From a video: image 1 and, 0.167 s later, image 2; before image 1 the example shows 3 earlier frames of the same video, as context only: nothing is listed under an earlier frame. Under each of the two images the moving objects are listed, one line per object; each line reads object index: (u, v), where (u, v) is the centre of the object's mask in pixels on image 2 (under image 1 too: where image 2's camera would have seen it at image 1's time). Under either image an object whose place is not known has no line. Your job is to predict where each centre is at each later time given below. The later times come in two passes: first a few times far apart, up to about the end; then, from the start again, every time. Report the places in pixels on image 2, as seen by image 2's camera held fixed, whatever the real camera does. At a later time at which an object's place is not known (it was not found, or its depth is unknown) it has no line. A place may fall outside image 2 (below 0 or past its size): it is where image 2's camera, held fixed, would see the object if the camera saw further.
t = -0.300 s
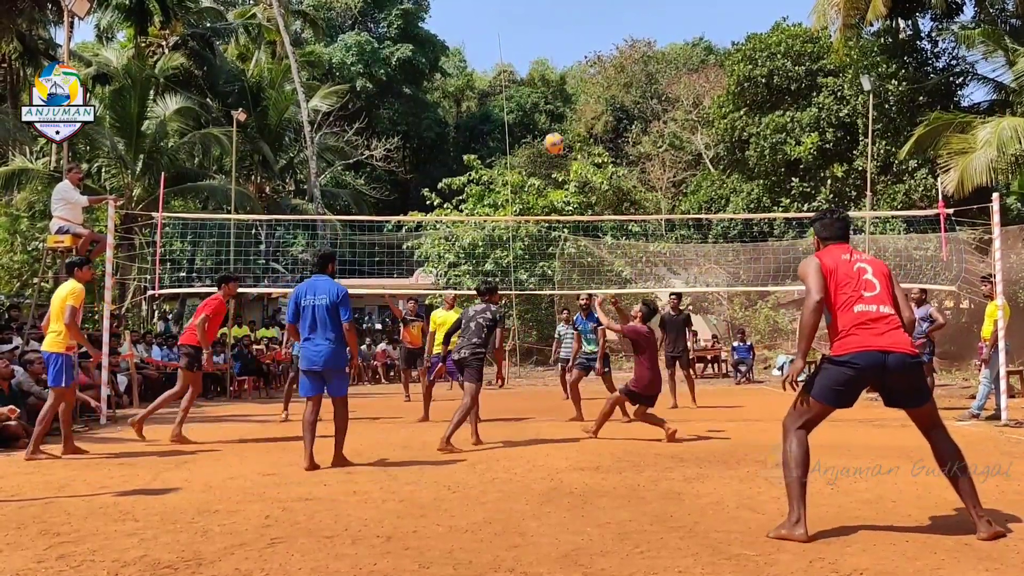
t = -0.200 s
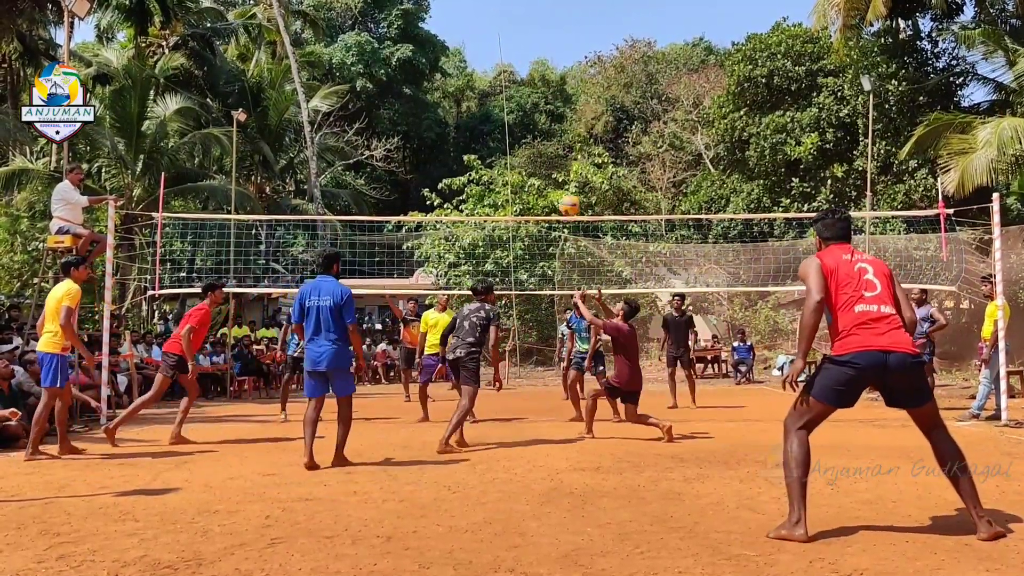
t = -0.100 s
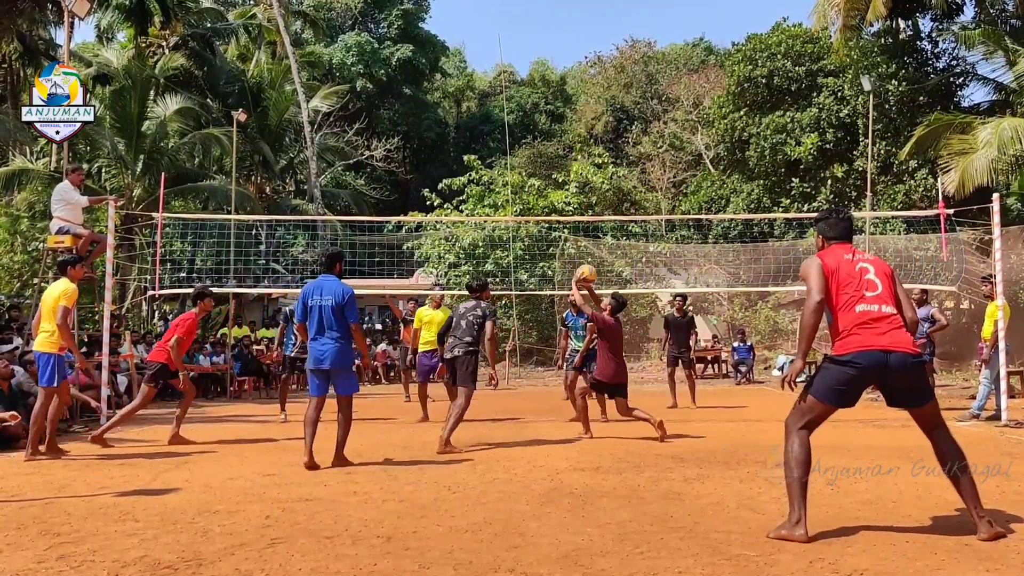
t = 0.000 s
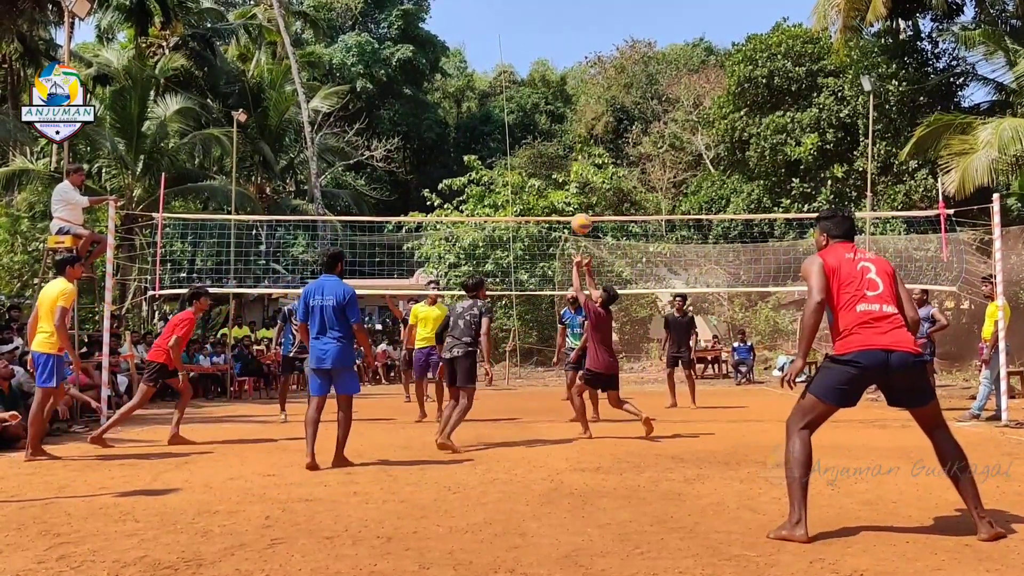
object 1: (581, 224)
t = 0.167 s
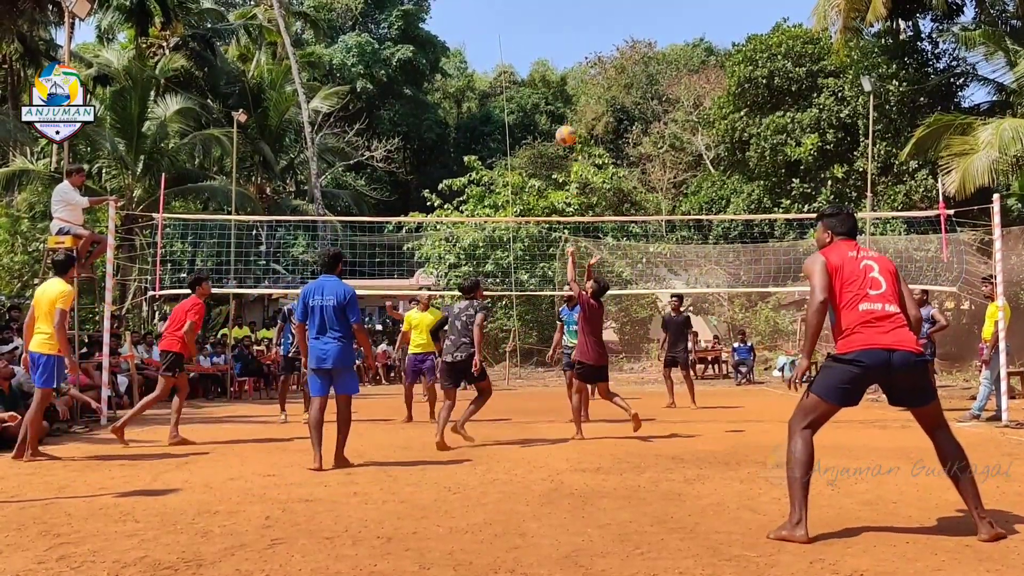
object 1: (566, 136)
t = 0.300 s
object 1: (554, 86)
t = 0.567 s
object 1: (531, 36)
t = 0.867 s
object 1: (507, 58)
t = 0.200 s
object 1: (563, 121)
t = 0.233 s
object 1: (560, 108)
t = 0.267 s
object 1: (557, 97)
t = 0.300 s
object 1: (554, 86)
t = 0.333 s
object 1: (551, 76)
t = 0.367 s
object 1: (548, 67)
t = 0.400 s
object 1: (546, 59)
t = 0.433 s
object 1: (543, 53)
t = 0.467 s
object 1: (540, 47)
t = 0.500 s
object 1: (537, 42)
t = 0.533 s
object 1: (534, 39)
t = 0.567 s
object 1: (531, 36)
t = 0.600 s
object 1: (529, 35)
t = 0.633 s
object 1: (526, 34)
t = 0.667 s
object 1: (523, 34)
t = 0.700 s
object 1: (521, 36)
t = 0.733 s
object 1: (518, 38)
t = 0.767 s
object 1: (516, 42)
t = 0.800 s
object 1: (513, 46)
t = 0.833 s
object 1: (510, 52)
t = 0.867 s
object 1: (507, 58)
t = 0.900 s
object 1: (505, 66)
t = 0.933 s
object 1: (502, 74)
